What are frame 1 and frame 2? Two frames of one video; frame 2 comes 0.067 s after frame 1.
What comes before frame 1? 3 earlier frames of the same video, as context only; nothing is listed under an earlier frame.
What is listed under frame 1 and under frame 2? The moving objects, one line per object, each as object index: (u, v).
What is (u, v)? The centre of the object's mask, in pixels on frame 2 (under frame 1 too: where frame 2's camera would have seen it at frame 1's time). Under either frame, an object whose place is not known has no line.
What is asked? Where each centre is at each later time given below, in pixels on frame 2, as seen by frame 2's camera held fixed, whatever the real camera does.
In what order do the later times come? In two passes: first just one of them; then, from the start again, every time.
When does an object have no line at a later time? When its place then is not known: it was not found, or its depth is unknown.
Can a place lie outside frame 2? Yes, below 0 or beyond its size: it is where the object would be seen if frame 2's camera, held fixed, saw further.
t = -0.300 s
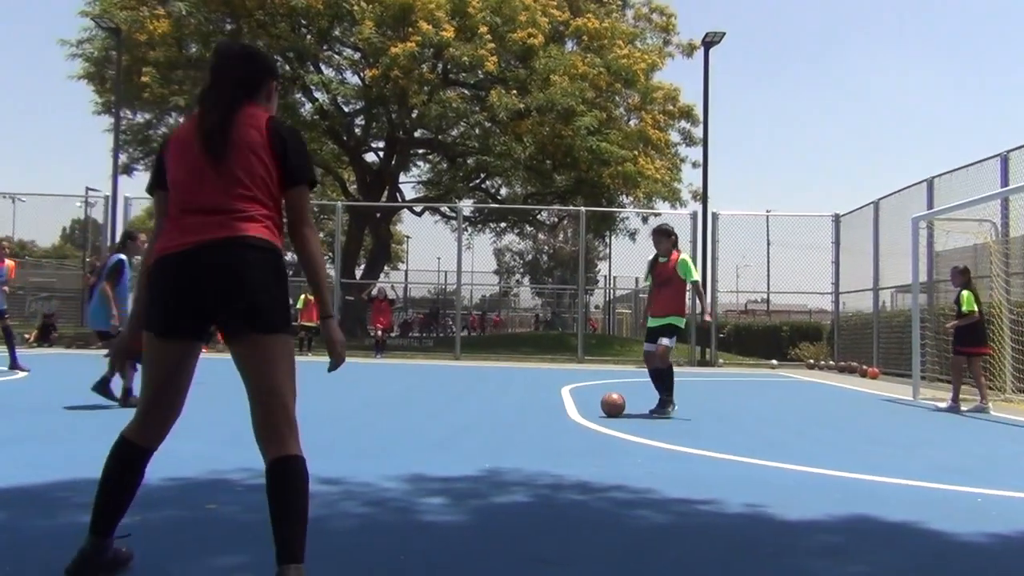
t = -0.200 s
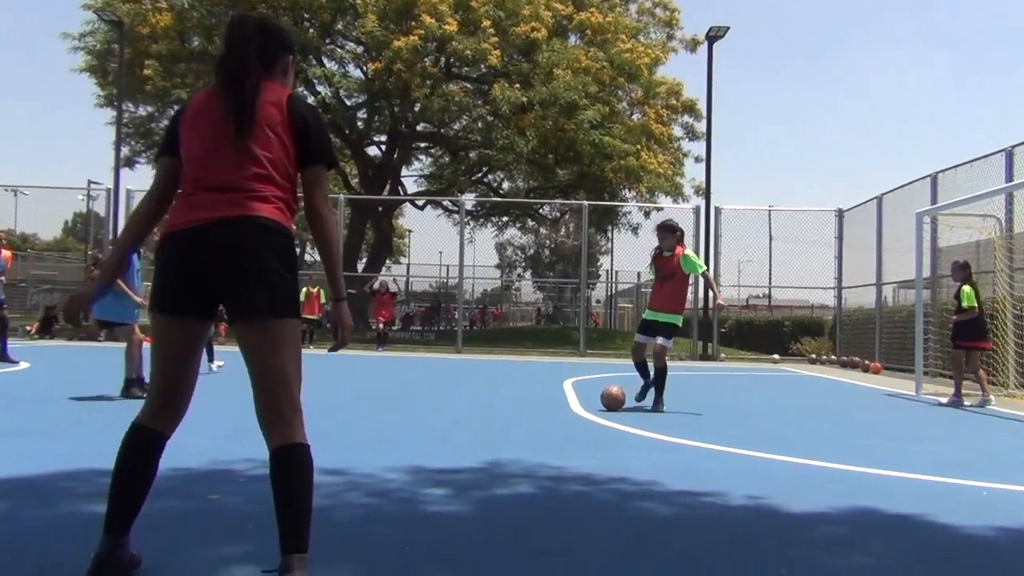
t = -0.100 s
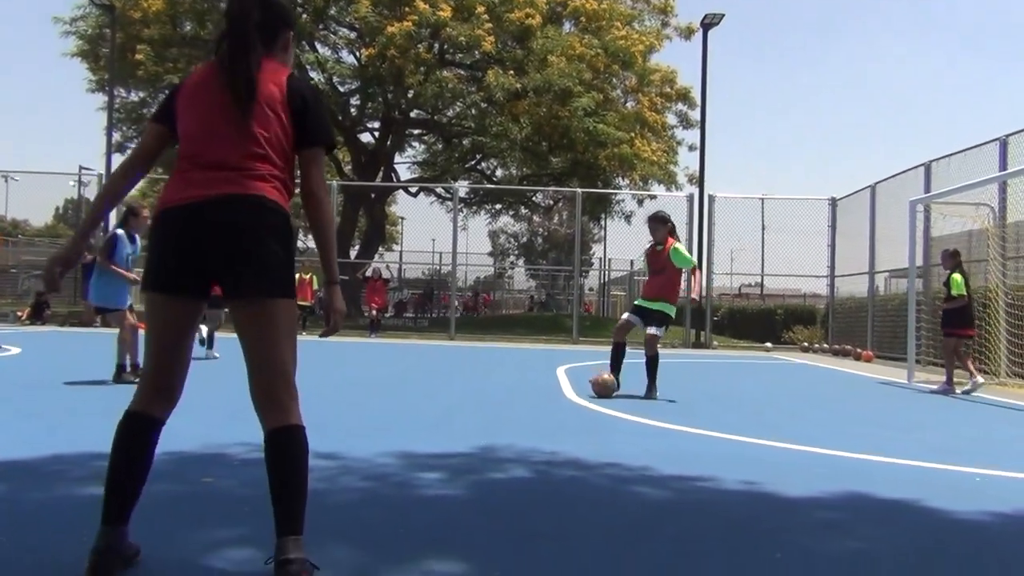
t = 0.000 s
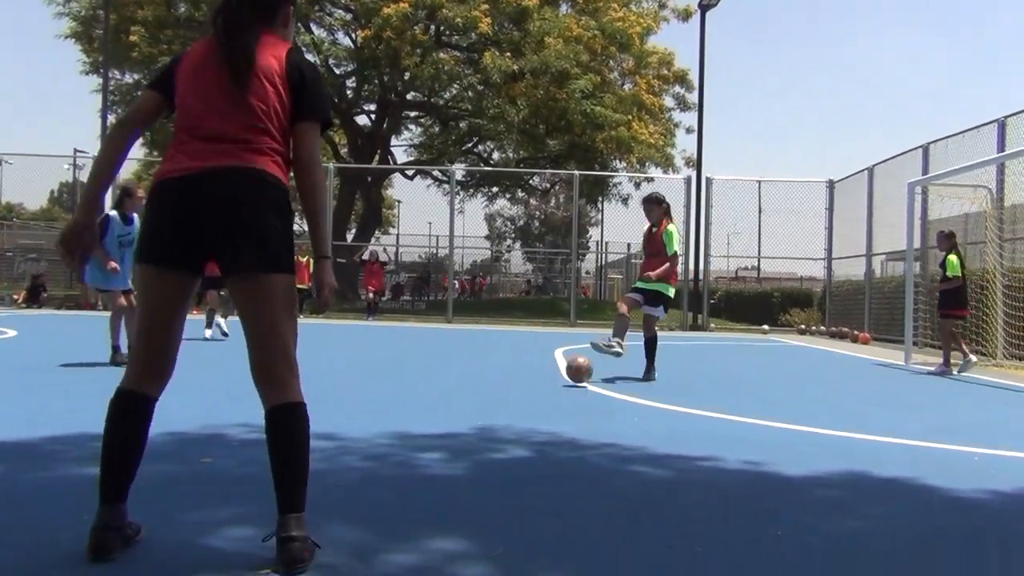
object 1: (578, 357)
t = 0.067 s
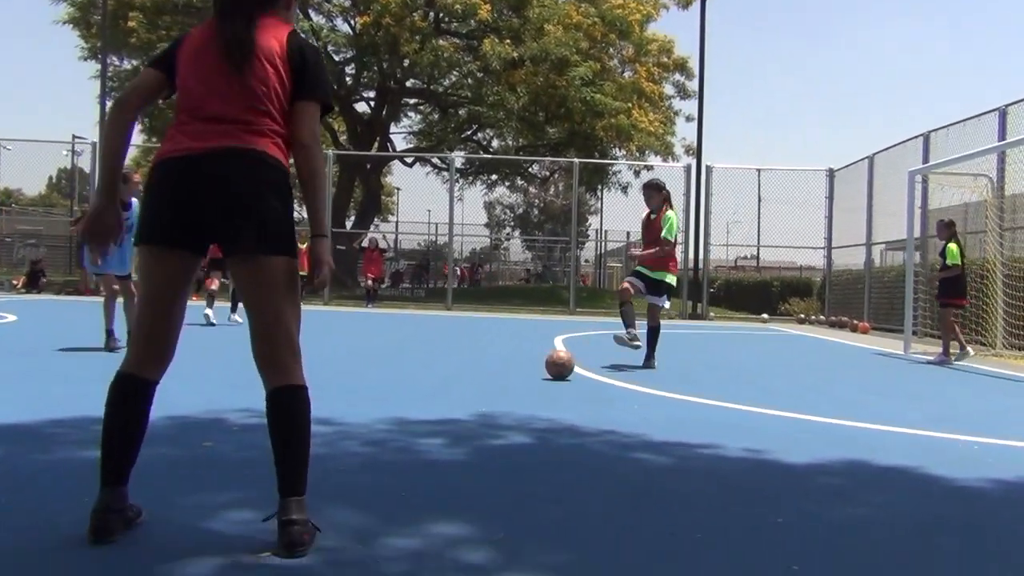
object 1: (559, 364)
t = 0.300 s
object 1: (489, 380)
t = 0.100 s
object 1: (549, 366)
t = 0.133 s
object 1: (540, 369)
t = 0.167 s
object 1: (530, 373)
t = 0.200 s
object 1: (520, 375)
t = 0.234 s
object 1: (510, 378)
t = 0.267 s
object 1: (500, 379)
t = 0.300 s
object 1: (489, 380)
